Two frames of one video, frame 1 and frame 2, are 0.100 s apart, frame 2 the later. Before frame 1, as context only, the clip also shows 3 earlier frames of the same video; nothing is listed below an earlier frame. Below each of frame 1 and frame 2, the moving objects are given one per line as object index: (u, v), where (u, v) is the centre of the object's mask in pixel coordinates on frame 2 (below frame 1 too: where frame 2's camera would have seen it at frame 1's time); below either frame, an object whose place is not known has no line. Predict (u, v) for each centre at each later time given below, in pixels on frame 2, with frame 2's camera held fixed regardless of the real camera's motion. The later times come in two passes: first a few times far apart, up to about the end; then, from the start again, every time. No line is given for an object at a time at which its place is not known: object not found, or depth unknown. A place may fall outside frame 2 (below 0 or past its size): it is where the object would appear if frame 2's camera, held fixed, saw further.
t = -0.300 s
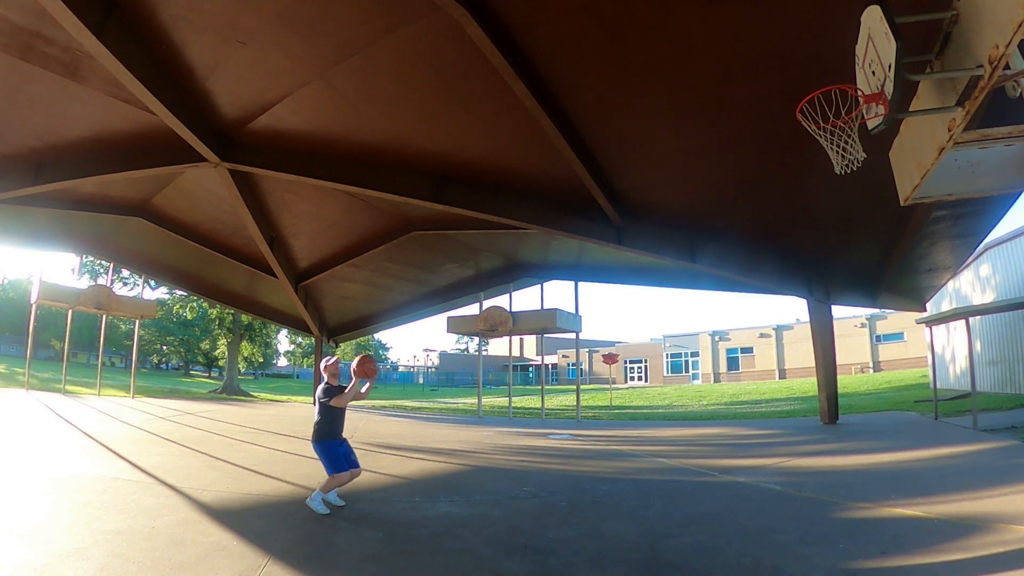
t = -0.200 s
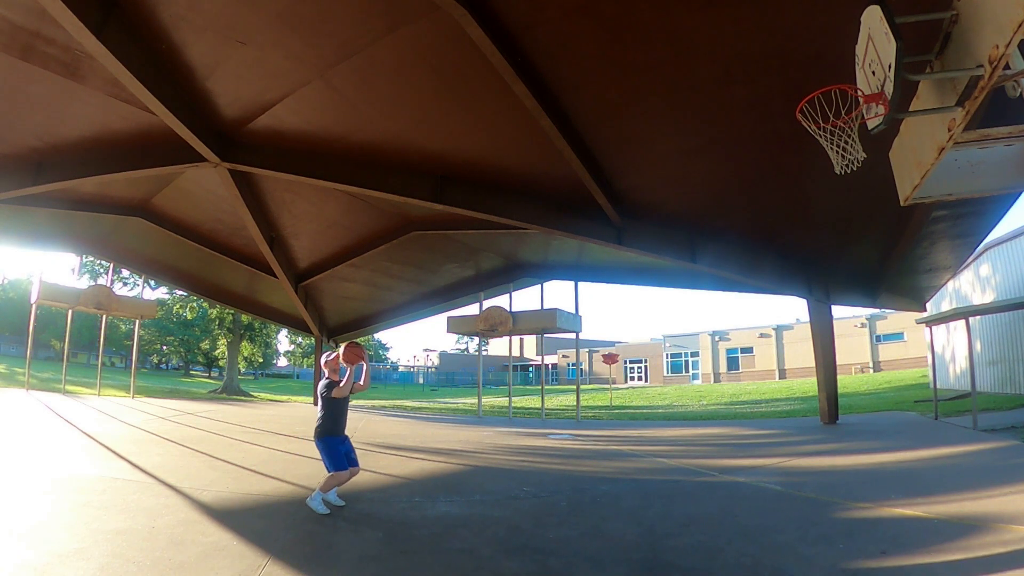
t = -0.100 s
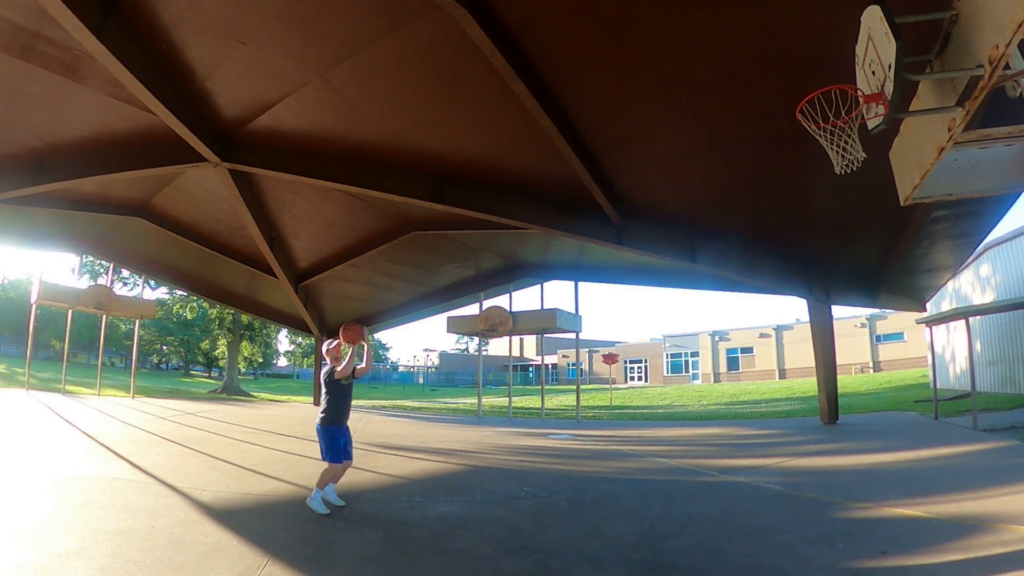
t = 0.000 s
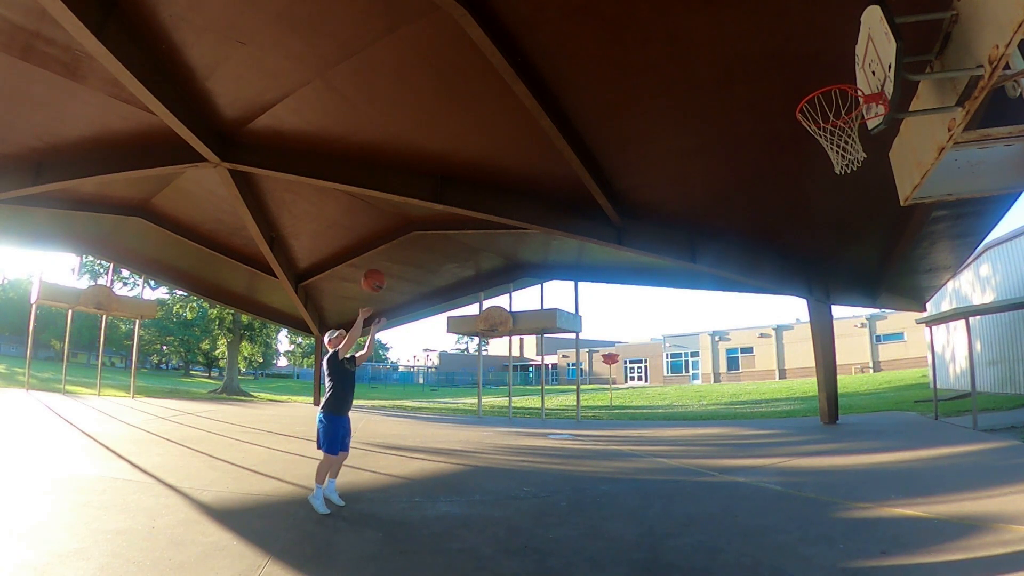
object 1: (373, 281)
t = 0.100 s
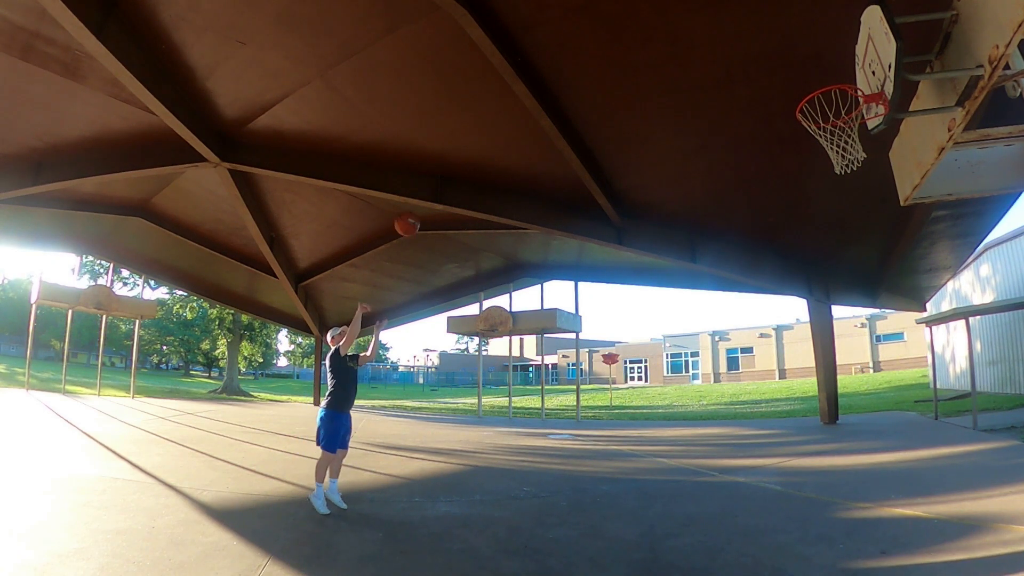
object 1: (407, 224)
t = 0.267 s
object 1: (467, 146)
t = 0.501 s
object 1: (562, 75)
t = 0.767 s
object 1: (690, 57)
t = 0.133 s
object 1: (418, 206)
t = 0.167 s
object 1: (430, 189)
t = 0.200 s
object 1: (443, 174)
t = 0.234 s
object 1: (455, 159)
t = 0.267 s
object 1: (467, 146)
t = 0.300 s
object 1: (480, 133)
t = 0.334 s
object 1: (493, 122)
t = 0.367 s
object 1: (507, 110)
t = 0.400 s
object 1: (520, 99)
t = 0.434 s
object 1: (534, 90)
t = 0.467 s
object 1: (548, 82)
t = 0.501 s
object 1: (562, 75)
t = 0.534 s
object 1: (577, 69)
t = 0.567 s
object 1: (591, 65)
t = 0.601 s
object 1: (606, 60)
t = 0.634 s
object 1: (622, 57)
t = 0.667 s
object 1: (638, 55)
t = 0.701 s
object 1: (655, 55)
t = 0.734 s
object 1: (672, 56)
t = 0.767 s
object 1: (690, 57)
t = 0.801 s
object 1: (709, 60)
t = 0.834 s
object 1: (728, 65)
